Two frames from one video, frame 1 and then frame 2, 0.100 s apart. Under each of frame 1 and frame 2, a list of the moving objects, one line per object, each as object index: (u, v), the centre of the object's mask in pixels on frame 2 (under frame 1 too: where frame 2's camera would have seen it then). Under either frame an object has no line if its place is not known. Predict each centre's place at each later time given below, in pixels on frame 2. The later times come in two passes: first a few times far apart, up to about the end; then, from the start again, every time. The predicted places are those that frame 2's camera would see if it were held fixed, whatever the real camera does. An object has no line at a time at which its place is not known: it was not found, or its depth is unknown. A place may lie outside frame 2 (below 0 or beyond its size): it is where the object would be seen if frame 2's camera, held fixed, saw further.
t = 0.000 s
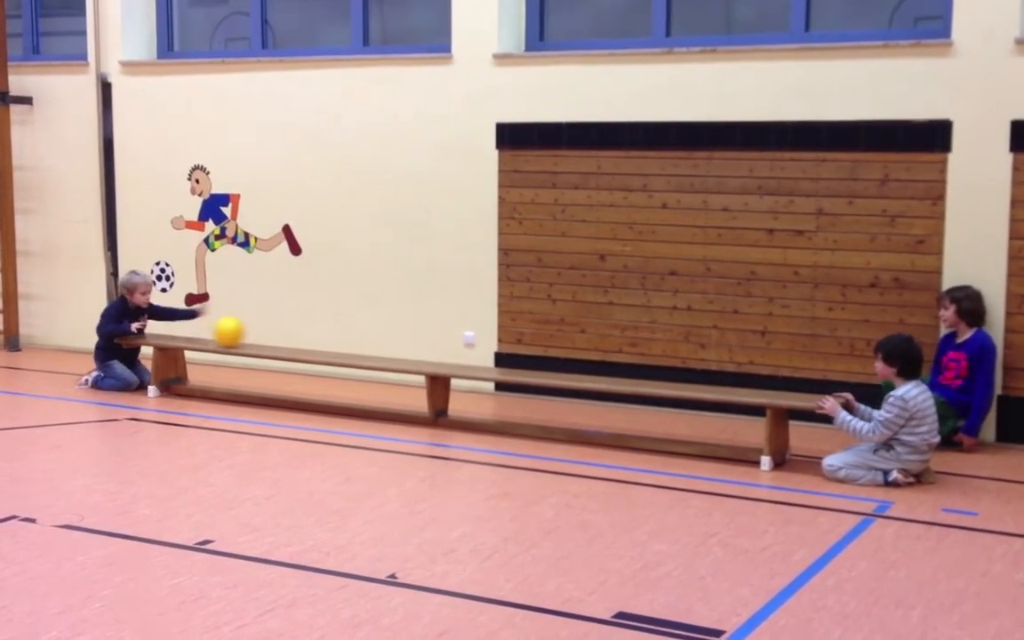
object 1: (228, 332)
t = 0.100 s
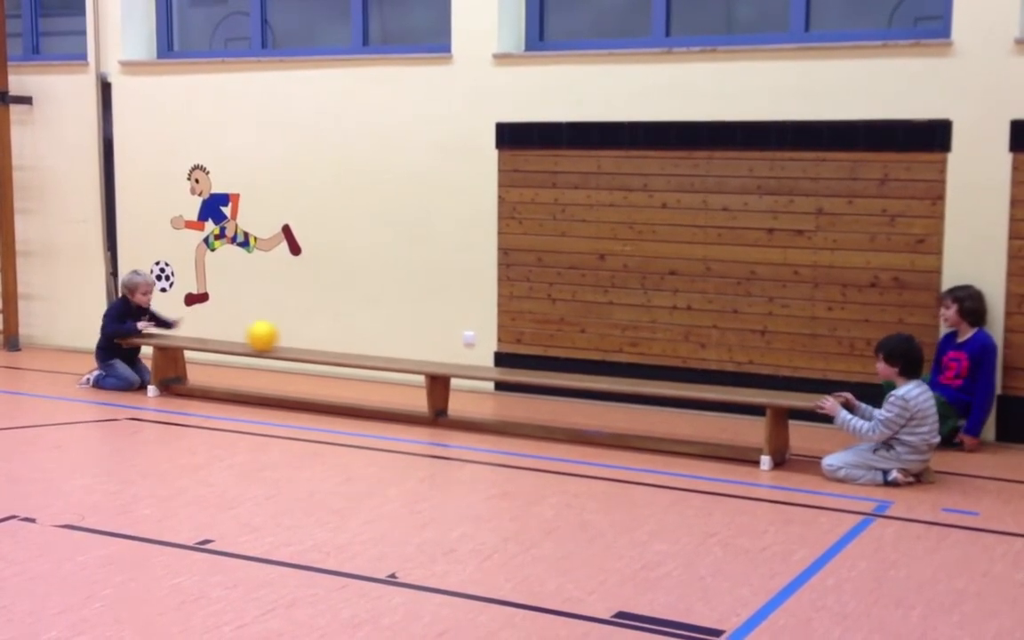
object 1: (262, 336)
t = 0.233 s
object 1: (309, 341)
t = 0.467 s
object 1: (390, 356)
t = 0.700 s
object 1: (473, 418)
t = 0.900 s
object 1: (552, 394)
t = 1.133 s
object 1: (654, 456)
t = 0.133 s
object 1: (273, 338)
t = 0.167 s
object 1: (286, 339)
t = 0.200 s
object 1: (296, 341)
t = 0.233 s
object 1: (309, 341)
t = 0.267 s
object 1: (320, 343)
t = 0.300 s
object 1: (333, 344)
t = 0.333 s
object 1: (344, 346)
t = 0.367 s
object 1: (357, 349)
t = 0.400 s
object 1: (369, 350)
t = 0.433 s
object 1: (380, 353)
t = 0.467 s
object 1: (390, 356)
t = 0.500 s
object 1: (402, 361)
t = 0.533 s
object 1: (413, 369)
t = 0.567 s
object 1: (427, 381)
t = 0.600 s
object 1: (438, 395)
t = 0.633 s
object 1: (448, 409)
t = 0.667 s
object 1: (461, 424)
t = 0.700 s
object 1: (473, 418)
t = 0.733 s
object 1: (486, 410)
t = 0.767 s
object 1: (501, 401)
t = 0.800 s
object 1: (514, 398)
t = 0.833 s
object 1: (526, 395)
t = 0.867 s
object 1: (539, 394)
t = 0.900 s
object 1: (552, 394)
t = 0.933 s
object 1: (566, 397)
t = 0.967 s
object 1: (581, 402)
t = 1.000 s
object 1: (596, 411)
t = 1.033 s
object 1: (610, 423)
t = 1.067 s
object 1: (624, 434)
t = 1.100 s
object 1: (638, 448)
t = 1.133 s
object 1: (654, 456)
